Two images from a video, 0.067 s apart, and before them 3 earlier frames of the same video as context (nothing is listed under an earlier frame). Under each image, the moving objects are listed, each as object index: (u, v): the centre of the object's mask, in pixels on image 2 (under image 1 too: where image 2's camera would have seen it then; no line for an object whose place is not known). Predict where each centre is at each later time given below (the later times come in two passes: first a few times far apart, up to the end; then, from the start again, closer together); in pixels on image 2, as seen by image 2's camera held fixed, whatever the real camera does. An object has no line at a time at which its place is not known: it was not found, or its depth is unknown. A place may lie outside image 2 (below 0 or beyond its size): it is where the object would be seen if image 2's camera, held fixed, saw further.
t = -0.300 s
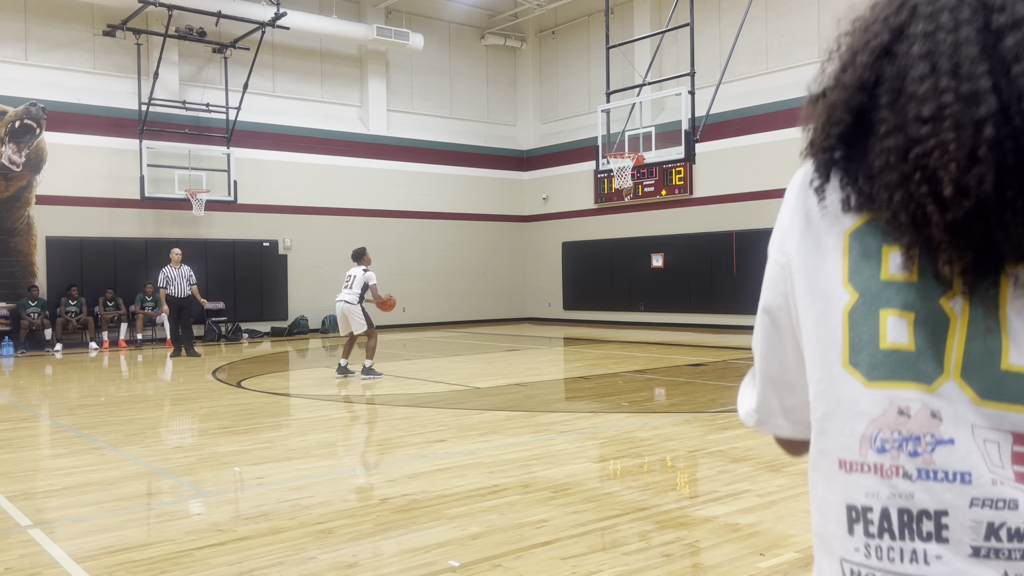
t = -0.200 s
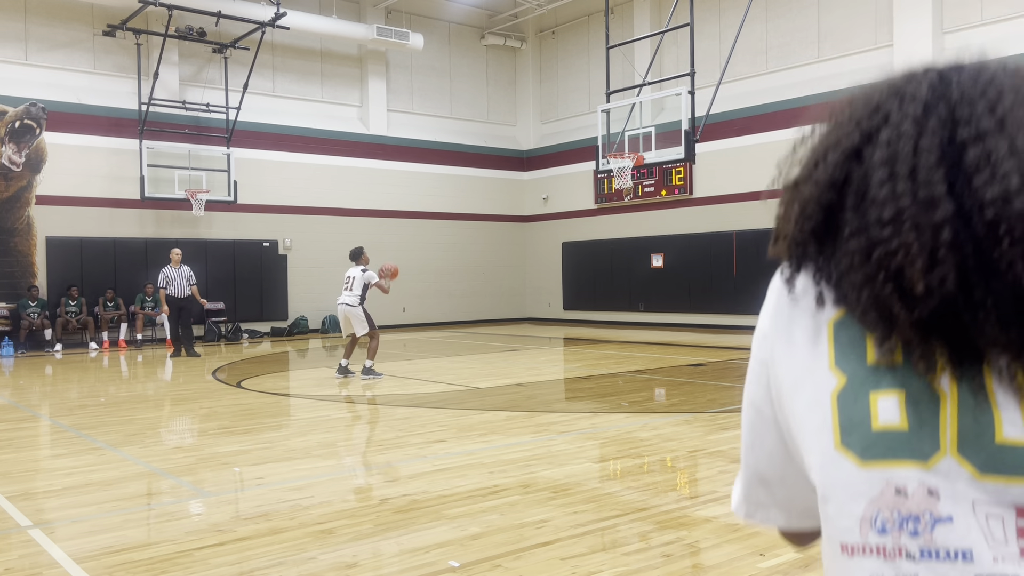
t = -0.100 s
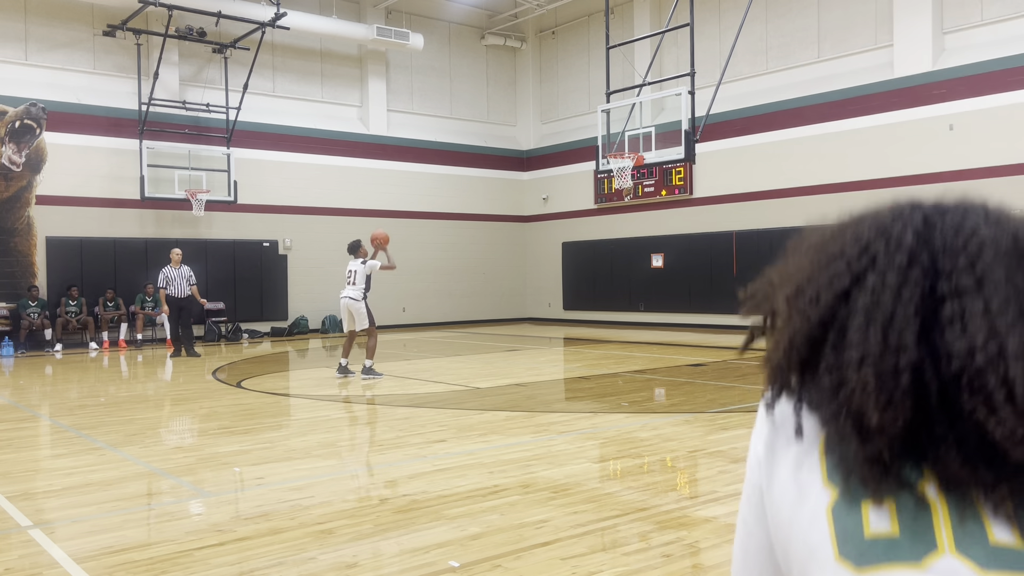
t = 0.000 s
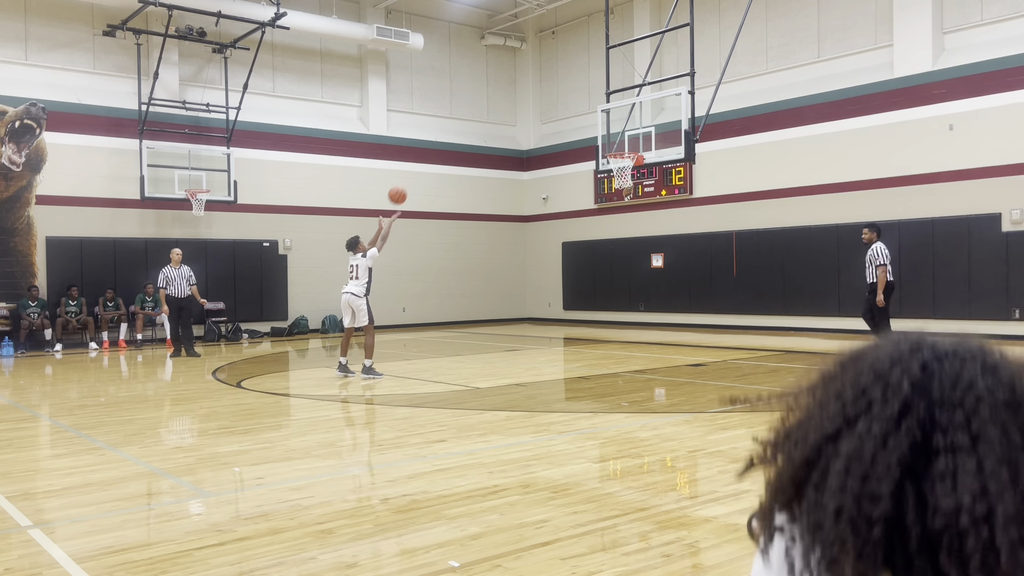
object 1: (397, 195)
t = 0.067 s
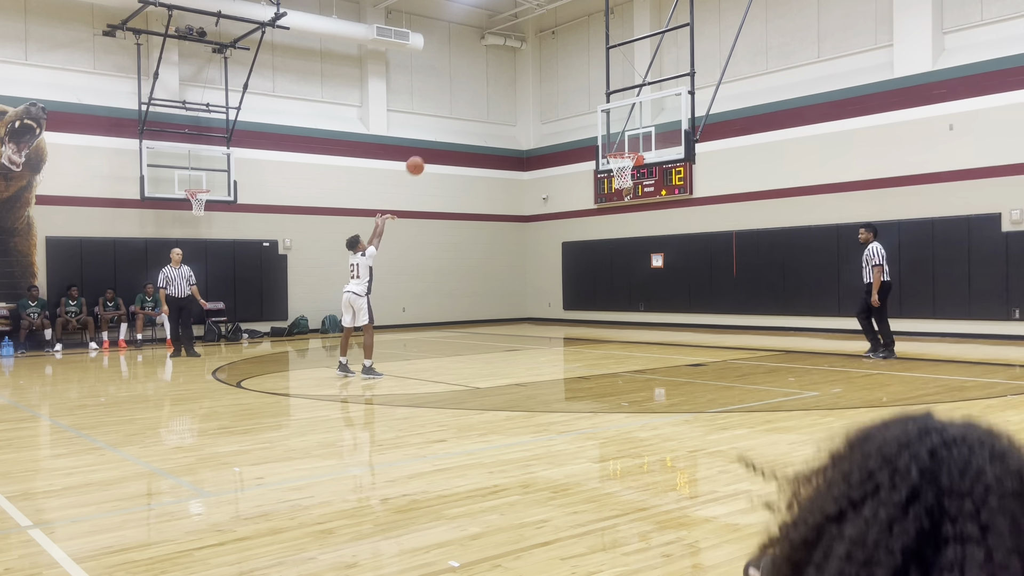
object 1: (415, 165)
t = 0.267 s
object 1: (466, 103)
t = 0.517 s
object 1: (524, 68)
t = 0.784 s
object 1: (581, 81)
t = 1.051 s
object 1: (633, 137)
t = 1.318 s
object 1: (625, 119)
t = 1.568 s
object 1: (608, 124)
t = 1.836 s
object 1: (590, 180)
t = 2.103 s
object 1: (571, 292)
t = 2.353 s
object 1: (550, 313)
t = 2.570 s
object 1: (526, 252)
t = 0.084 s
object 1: (420, 159)
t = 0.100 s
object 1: (424, 153)
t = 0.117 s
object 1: (428, 148)
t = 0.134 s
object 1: (432, 142)
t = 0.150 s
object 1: (436, 136)
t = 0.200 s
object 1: (449, 120)
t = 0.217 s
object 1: (453, 115)
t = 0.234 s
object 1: (458, 111)
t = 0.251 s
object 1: (461, 107)
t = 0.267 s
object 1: (466, 103)
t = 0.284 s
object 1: (470, 99)
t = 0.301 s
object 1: (474, 95)
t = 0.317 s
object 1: (478, 92)
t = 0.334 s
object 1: (482, 88)
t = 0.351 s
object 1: (486, 86)
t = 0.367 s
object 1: (490, 83)
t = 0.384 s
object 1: (494, 80)
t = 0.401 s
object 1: (497, 78)
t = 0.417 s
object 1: (502, 76)
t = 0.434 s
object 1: (506, 74)
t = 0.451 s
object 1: (509, 73)
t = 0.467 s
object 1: (513, 71)
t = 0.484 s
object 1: (517, 70)
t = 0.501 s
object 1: (520, 69)
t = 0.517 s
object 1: (524, 68)
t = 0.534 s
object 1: (528, 68)
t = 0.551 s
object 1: (532, 67)
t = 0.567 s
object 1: (535, 67)
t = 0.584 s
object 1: (539, 67)
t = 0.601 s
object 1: (543, 67)
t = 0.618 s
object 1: (546, 67)
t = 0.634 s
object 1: (550, 68)
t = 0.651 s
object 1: (554, 69)
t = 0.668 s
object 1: (557, 70)
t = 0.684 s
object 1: (560, 71)
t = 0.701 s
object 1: (564, 72)
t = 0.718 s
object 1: (568, 73)
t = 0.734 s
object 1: (571, 75)
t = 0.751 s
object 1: (574, 77)
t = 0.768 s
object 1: (578, 79)
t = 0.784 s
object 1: (581, 81)
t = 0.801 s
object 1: (585, 83)
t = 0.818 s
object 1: (588, 86)
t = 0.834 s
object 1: (591, 88)
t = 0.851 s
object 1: (595, 91)
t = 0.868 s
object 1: (598, 94)
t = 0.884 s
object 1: (601, 97)
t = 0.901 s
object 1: (605, 100)
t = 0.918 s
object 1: (608, 104)
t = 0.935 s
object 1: (611, 107)
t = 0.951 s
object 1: (614, 111)
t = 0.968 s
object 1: (617, 115)
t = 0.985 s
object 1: (621, 119)
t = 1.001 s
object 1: (624, 123)
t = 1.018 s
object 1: (627, 128)
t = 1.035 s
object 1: (630, 132)
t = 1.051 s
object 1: (633, 137)
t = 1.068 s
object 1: (636, 141)
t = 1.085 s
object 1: (639, 146)
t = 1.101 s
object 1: (638, 146)
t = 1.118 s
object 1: (637, 144)
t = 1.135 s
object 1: (636, 141)
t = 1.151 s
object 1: (635, 138)
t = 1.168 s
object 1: (634, 136)
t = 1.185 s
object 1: (633, 133)
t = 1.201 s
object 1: (632, 131)
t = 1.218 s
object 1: (631, 129)
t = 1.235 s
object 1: (630, 126)
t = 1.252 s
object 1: (629, 125)
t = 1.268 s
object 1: (628, 123)
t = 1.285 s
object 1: (627, 122)
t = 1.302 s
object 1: (626, 121)
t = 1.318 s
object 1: (625, 119)
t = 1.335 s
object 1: (624, 118)
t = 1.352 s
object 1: (623, 118)
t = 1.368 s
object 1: (621, 117)
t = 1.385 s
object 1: (621, 117)
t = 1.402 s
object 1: (619, 116)
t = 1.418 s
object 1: (618, 116)
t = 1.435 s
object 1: (617, 117)
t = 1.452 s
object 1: (616, 117)
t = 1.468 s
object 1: (615, 117)
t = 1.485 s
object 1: (614, 118)
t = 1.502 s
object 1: (613, 119)
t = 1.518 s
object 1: (612, 120)
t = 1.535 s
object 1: (611, 121)
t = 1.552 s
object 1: (609, 123)
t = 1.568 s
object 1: (608, 124)
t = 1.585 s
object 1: (607, 126)
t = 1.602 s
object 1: (606, 128)
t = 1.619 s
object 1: (605, 131)
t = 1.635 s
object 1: (604, 133)
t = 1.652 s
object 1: (602, 136)
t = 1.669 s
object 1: (601, 139)
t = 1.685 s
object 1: (600, 142)
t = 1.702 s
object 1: (599, 145)
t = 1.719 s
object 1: (598, 149)
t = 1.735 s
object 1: (597, 153)
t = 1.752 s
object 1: (595, 157)
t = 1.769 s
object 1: (594, 161)
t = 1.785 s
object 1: (593, 165)
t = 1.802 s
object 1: (592, 170)
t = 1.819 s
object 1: (591, 175)
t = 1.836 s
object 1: (590, 180)
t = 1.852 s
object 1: (589, 185)
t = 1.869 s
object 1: (587, 191)
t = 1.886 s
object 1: (586, 196)
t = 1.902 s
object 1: (585, 203)
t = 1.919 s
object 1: (584, 209)
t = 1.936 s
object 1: (583, 215)
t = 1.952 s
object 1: (582, 221)
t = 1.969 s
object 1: (580, 229)
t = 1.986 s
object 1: (579, 236)
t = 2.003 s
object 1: (578, 244)
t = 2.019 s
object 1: (577, 251)
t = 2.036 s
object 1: (576, 258)
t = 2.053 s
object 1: (575, 267)
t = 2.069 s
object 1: (574, 275)
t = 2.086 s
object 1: (573, 284)
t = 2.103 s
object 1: (571, 292)
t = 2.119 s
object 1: (571, 301)
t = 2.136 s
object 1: (569, 310)
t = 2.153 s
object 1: (568, 319)
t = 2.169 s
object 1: (567, 329)
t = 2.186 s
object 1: (566, 340)
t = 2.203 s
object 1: (565, 349)
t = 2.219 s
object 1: (564, 360)
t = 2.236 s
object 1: (562, 359)
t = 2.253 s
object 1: (561, 351)
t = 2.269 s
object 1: (559, 345)
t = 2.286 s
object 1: (557, 338)
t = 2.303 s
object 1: (555, 331)
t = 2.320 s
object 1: (553, 325)
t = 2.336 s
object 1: (552, 319)
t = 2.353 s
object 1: (550, 313)
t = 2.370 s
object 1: (548, 307)
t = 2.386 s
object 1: (546, 301)
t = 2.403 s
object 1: (545, 296)
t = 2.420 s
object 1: (543, 290)
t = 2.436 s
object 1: (541, 285)
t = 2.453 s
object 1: (539, 281)
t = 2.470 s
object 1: (537, 276)
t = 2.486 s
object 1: (535, 271)
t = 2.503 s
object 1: (533, 267)
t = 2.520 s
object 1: (531, 263)
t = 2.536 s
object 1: (529, 259)
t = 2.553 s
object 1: (528, 255)
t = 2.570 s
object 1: (526, 252)
